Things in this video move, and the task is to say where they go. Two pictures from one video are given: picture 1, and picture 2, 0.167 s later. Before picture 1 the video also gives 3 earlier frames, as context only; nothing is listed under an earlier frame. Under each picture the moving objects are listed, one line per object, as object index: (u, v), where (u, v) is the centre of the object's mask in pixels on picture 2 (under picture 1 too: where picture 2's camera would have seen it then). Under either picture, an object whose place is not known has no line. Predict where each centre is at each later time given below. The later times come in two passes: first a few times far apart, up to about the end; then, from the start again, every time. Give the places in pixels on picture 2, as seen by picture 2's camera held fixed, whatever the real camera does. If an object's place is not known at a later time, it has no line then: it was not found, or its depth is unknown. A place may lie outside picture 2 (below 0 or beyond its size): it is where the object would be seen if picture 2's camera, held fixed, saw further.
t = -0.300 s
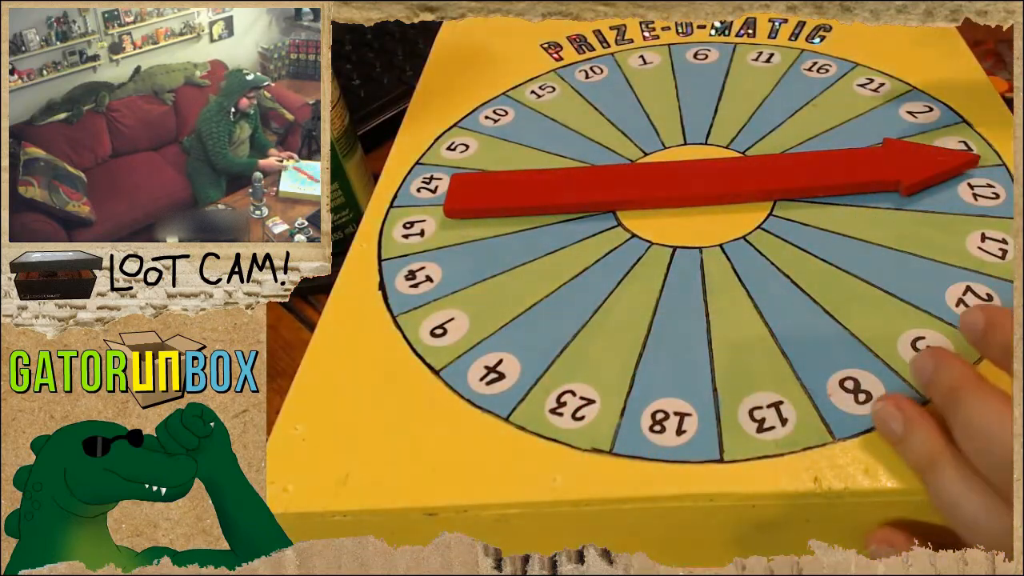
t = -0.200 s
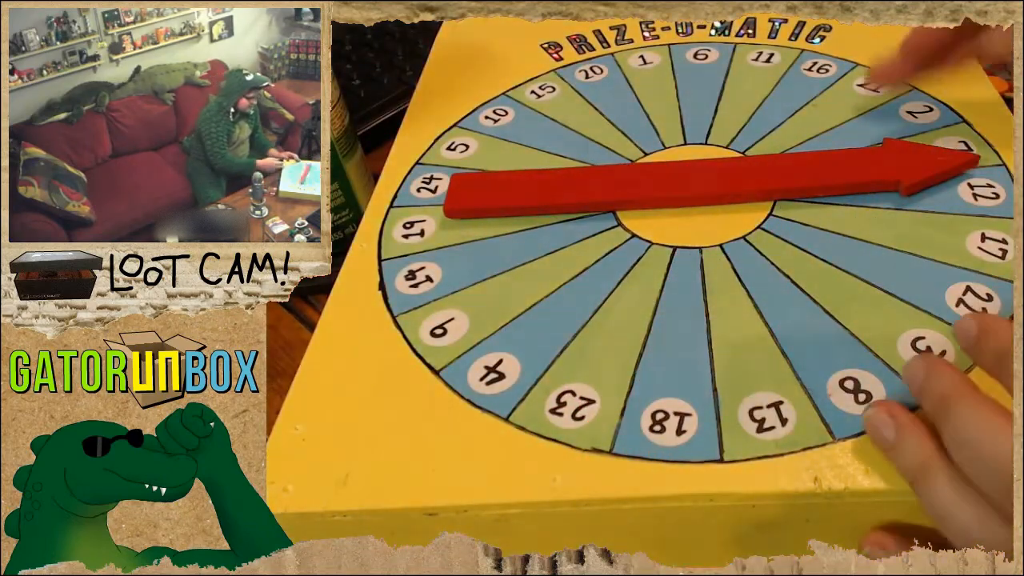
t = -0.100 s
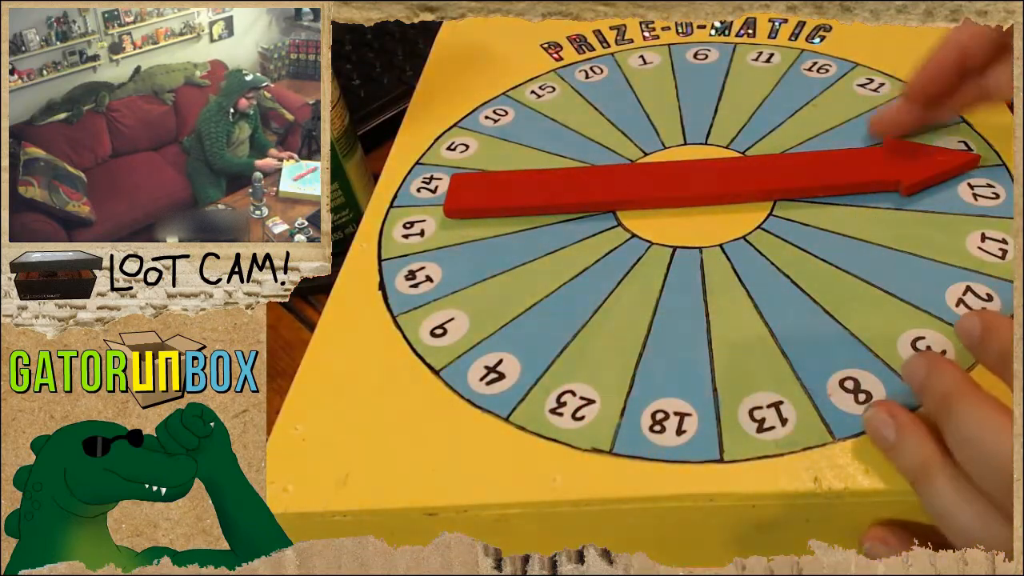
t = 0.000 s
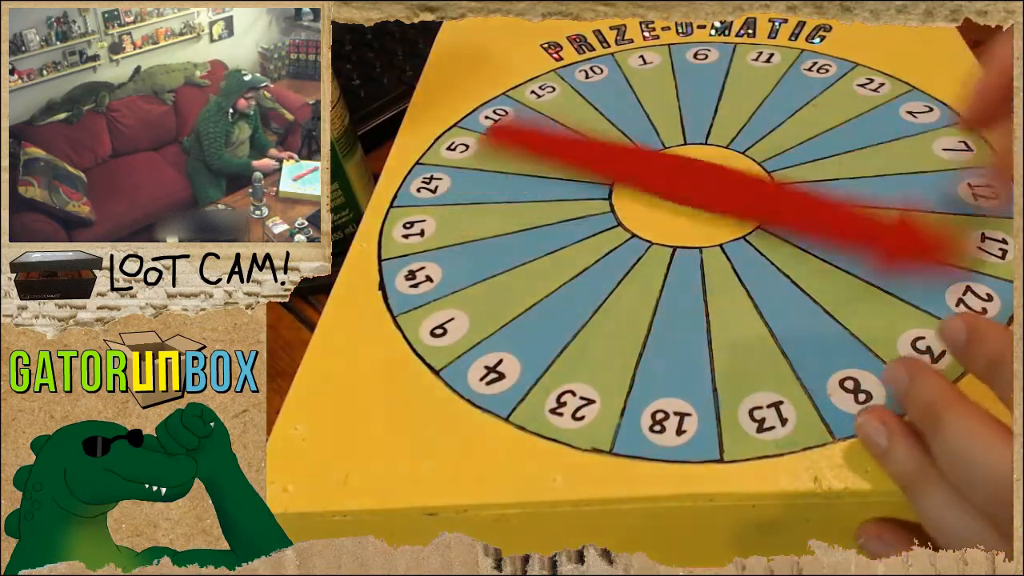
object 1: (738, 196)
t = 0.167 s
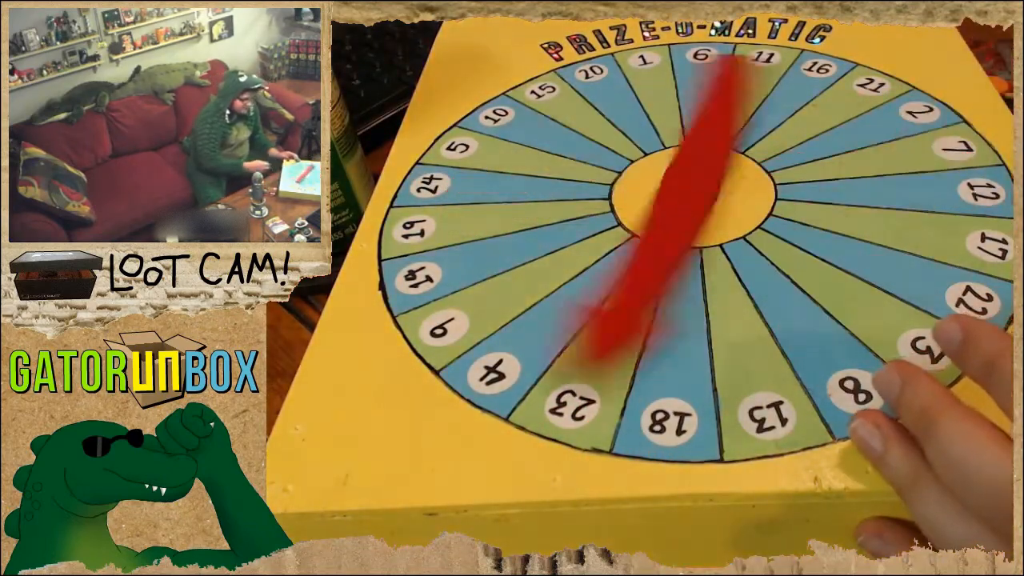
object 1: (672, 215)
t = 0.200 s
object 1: (662, 210)
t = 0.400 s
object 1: (658, 217)
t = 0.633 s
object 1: (670, 230)
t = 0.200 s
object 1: (662, 210)
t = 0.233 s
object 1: (653, 205)
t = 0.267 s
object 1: (655, 205)
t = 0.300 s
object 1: (654, 210)
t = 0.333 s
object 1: (655, 212)
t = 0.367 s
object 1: (656, 215)
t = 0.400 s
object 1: (658, 217)
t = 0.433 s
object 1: (659, 221)
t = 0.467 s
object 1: (661, 224)
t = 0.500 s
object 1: (663, 225)
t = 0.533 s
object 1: (665, 227)
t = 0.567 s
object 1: (667, 228)
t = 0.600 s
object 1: (669, 229)
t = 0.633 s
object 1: (670, 230)
